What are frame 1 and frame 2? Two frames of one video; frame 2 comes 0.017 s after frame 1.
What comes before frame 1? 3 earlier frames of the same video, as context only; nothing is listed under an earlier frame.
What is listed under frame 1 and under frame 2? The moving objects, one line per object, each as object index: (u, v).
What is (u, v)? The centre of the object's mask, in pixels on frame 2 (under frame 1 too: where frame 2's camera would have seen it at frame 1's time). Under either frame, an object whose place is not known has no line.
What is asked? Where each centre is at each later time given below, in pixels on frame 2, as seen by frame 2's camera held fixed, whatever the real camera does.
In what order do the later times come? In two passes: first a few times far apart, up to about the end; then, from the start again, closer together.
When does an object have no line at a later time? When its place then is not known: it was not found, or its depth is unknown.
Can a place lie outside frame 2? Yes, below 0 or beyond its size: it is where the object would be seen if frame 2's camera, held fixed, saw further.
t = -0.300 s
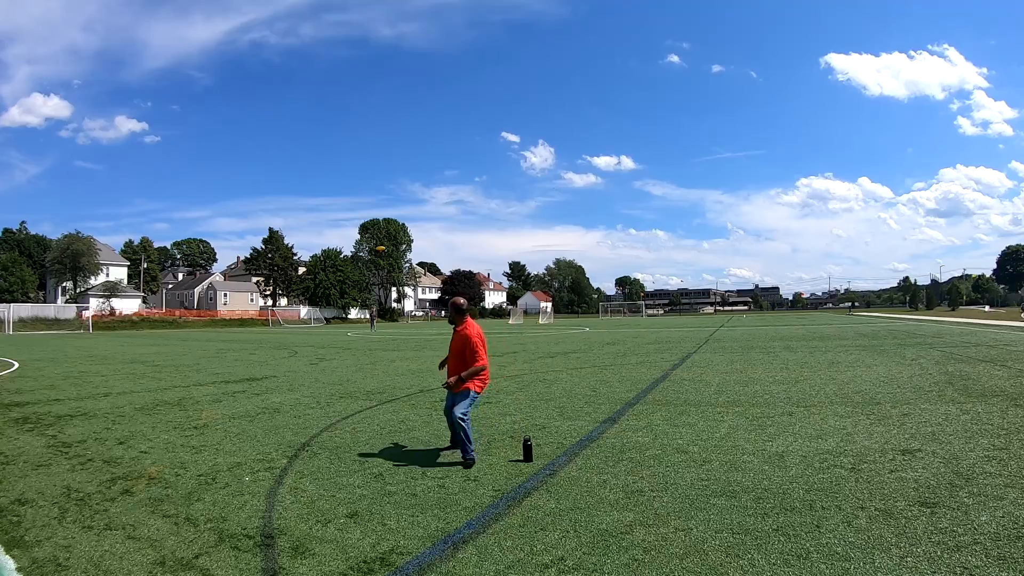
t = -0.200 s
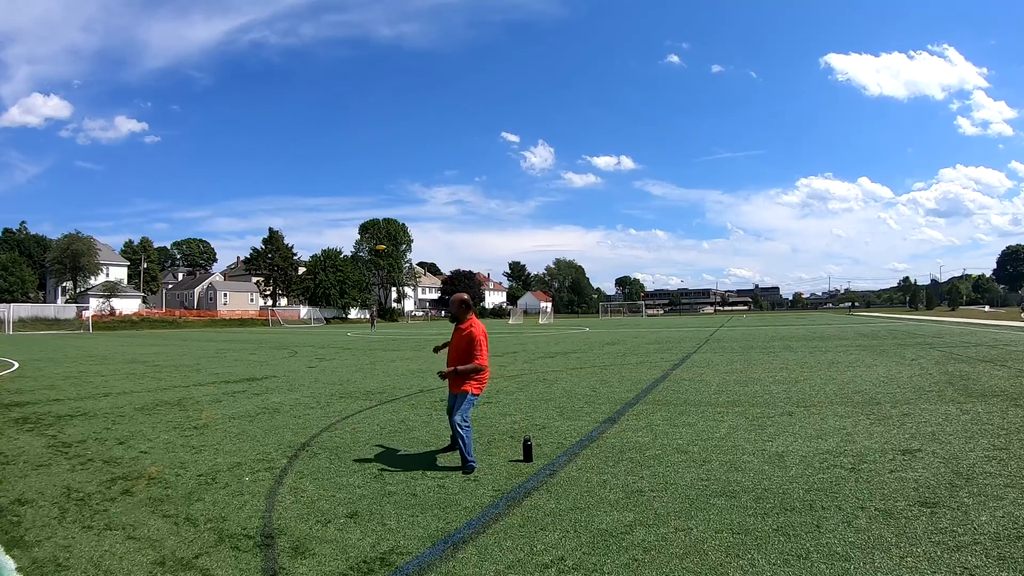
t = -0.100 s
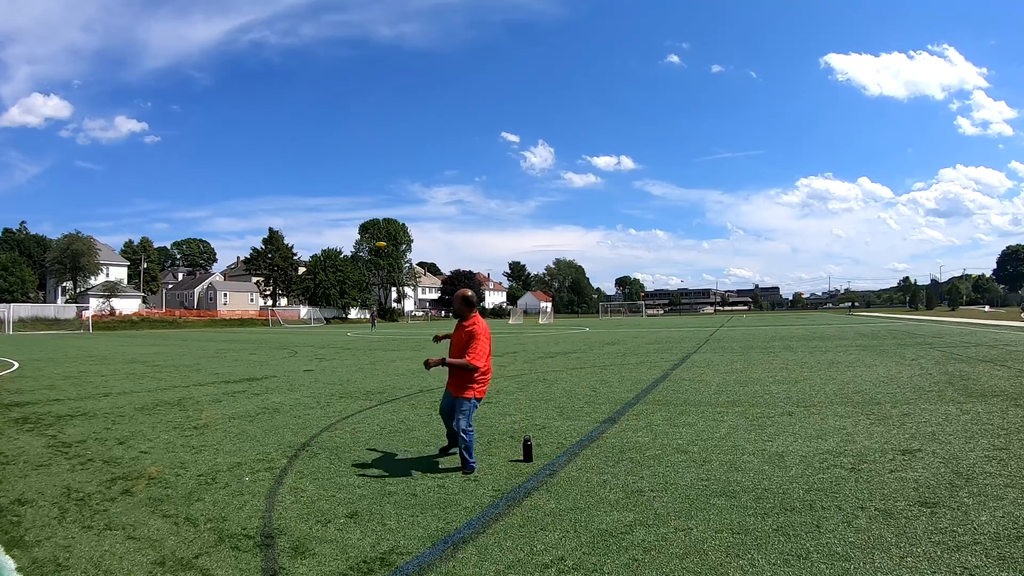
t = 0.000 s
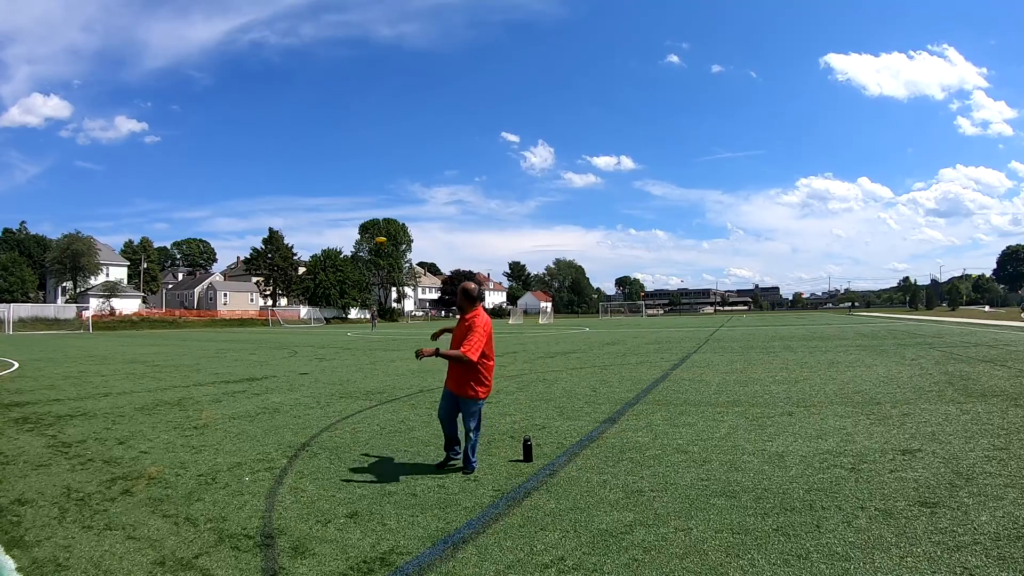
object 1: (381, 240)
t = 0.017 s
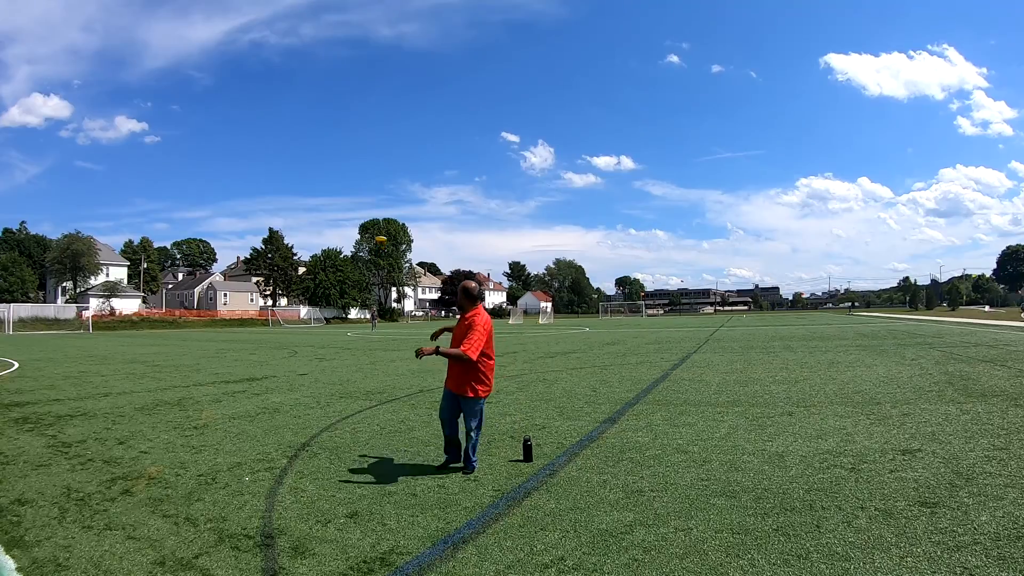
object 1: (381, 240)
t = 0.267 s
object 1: (380, 224)
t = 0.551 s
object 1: (381, 207)
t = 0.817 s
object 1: (382, 196)
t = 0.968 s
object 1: (385, 190)
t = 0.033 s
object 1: (381, 239)
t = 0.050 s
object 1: (381, 238)
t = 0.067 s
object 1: (381, 237)
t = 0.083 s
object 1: (381, 236)
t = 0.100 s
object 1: (381, 235)
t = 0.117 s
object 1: (381, 233)
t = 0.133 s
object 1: (381, 232)
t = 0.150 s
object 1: (381, 231)
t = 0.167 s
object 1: (381, 230)
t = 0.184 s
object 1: (381, 230)
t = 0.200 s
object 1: (381, 228)
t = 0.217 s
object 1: (381, 228)
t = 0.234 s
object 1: (380, 227)
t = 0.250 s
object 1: (381, 226)
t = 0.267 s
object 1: (380, 224)
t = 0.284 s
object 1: (380, 223)
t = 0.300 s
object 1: (380, 222)
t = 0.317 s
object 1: (380, 221)
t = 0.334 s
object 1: (381, 220)
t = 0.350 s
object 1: (381, 219)
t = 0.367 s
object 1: (381, 218)
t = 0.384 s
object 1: (380, 217)
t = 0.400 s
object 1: (380, 216)
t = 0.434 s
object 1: (380, 214)
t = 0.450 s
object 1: (380, 213)
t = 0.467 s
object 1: (380, 212)
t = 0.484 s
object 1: (380, 211)
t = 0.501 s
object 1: (380, 210)
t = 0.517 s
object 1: (380, 209)
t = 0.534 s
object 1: (380, 208)
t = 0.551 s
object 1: (381, 207)
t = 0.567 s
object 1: (380, 206)
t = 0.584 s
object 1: (380, 205)
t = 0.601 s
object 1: (380, 204)
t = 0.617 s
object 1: (381, 204)
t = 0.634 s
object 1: (381, 203)
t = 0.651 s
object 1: (381, 202)
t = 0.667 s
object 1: (381, 202)
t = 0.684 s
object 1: (381, 201)
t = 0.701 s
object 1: (381, 200)
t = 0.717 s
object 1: (381, 200)
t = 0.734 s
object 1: (381, 199)
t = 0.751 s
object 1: (381, 198)
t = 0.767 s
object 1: (381, 198)
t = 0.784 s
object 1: (381, 197)
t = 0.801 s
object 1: (382, 197)
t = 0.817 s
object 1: (382, 196)
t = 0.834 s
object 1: (382, 196)
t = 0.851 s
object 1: (382, 195)
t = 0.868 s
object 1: (382, 194)
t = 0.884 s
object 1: (383, 194)
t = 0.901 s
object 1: (383, 193)
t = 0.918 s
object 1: (383, 193)
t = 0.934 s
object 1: (384, 192)
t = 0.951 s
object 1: (384, 191)
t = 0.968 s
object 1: (385, 190)
